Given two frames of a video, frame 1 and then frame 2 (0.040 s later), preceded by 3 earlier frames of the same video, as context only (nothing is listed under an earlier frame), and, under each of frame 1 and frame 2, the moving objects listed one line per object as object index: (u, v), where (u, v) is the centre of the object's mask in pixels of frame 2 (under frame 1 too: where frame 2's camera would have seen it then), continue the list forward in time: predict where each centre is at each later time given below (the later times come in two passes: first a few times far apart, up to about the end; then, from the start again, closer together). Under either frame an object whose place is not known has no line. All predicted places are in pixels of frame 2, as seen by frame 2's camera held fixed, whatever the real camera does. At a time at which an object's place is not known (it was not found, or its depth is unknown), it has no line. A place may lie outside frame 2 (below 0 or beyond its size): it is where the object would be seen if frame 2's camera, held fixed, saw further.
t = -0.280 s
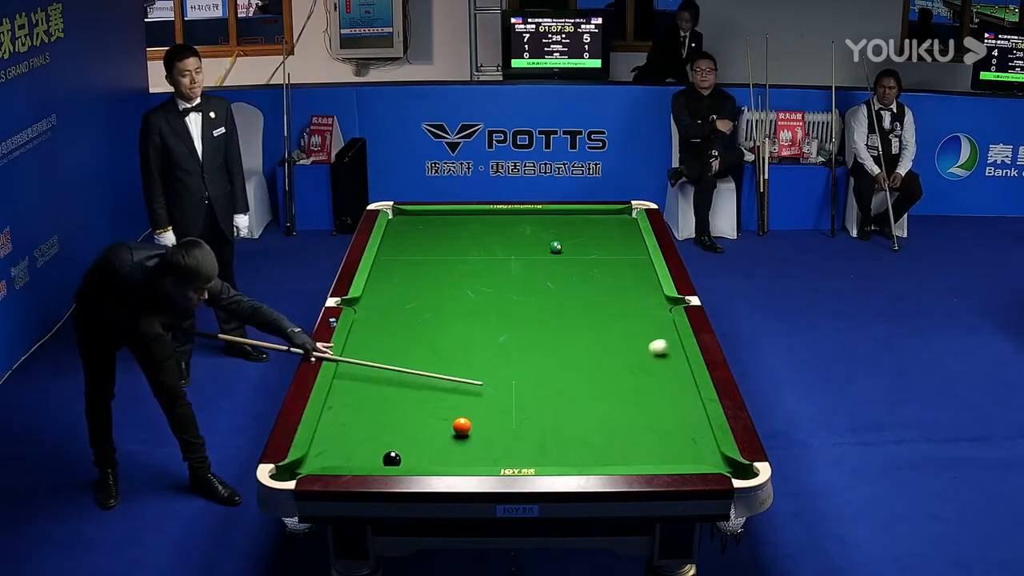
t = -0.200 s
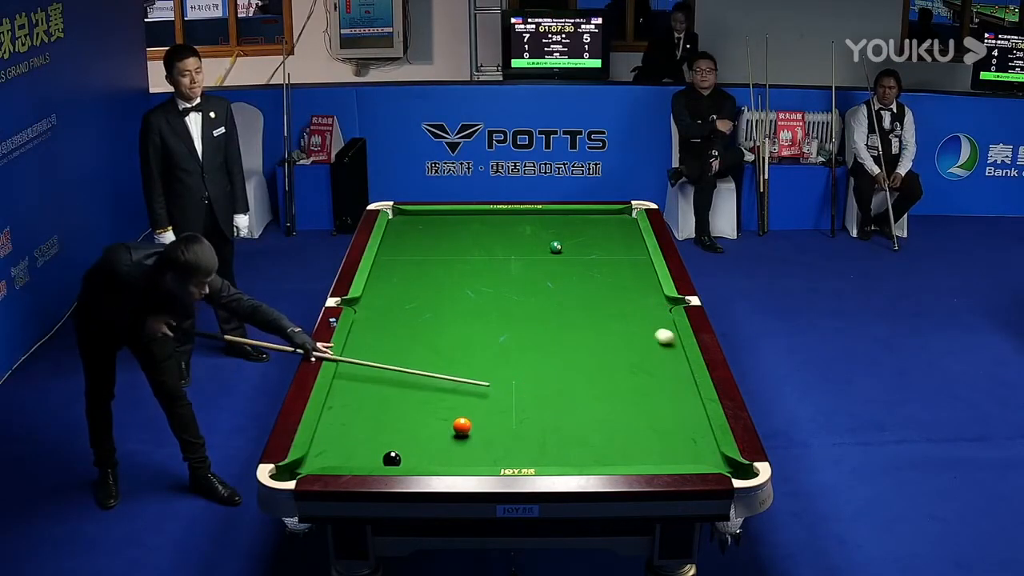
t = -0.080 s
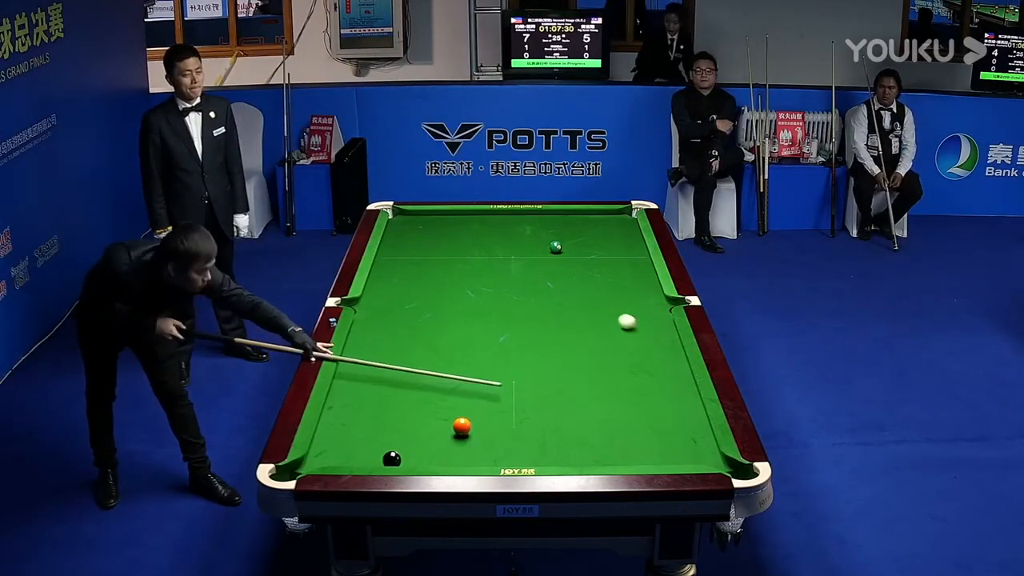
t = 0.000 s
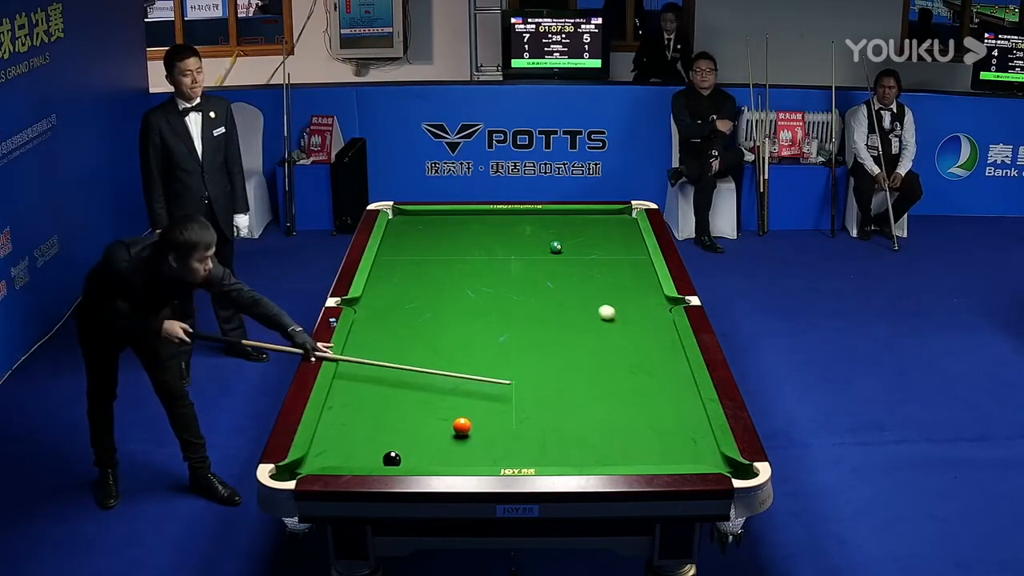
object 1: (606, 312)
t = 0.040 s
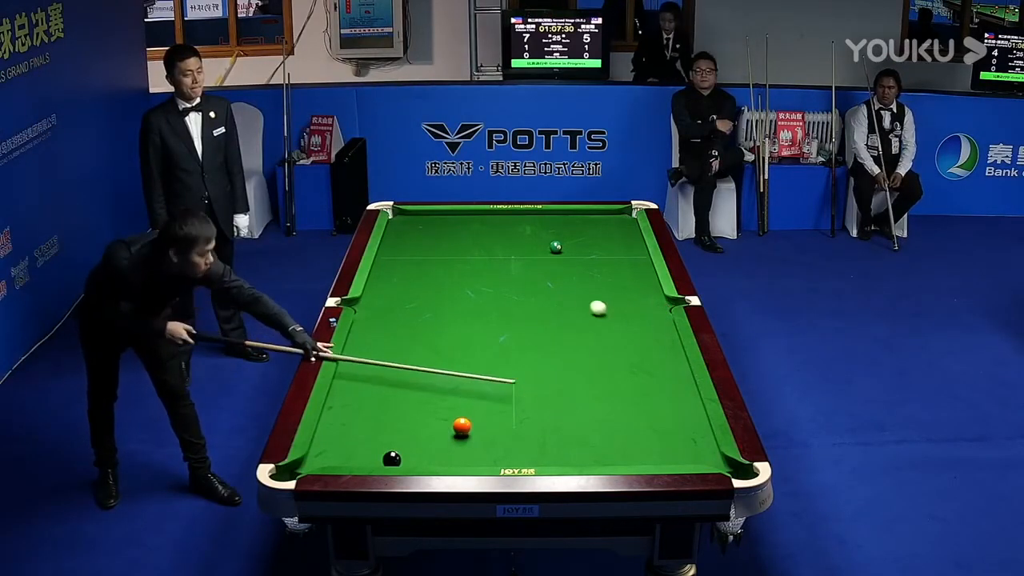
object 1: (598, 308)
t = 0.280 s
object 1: (550, 283)
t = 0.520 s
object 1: (507, 261)
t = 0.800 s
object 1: (464, 239)
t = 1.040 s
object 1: (431, 222)
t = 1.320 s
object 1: (395, 219)
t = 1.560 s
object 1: (416, 229)
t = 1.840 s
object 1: (440, 240)
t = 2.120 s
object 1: (465, 252)
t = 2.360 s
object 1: (488, 263)
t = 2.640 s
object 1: (515, 276)
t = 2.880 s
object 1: (539, 287)
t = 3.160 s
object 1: (567, 300)
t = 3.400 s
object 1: (592, 312)
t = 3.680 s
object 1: (622, 325)
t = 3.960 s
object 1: (653, 340)
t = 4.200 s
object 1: (676, 351)
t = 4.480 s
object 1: (666, 362)
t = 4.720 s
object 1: (657, 371)
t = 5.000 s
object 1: (647, 382)
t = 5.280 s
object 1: (638, 392)
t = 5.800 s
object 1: (620, 409)
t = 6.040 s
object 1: (613, 417)
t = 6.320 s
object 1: (605, 425)
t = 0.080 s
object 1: (589, 304)
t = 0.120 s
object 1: (581, 299)
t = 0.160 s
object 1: (573, 295)
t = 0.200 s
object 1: (565, 291)
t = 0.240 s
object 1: (557, 287)
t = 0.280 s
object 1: (550, 283)
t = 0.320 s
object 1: (542, 279)
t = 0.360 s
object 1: (535, 276)
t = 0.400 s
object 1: (528, 272)
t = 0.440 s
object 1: (521, 268)
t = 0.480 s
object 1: (514, 265)
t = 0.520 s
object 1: (507, 261)
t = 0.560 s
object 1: (501, 258)
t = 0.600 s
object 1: (494, 255)
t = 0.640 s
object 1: (488, 251)
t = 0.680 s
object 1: (482, 248)
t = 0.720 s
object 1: (476, 245)
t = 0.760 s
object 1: (470, 242)
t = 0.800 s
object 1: (464, 239)
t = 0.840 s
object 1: (458, 236)
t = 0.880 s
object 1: (453, 233)
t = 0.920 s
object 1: (447, 230)
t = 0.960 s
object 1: (442, 227)
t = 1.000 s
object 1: (437, 224)
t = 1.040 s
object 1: (431, 222)
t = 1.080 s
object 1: (426, 219)
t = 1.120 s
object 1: (422, 217)
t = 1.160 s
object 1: (417, 214)
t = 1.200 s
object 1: (412, 213)
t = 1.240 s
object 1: (405, 215)
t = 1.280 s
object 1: (398, 217)
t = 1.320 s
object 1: (395, 219)
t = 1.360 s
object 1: (399, 220)
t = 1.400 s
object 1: (403, 222)
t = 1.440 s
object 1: (406, 224)
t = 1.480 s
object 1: (409, 225)
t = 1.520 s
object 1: (413, 227)
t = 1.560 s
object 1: (416, 229)
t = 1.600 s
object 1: (420, 230)
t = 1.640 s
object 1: (423, 232)
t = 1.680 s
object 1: (426, 233)
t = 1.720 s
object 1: (430, 235)
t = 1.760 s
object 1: (433, 237)
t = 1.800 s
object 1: (437, 238)
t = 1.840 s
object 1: (440, 240)
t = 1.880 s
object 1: (444, 242)
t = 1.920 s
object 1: (447, 243)
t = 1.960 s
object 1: (451, 245)
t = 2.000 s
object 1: (455, 247)
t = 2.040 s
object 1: (458, 249)
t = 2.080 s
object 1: (462, 250)
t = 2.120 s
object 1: (465, 252)
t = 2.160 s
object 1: (469, 254)
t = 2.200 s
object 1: (473, 256)
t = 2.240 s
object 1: (476, 257)
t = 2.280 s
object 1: (480, 259)
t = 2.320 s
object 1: (484, 261)
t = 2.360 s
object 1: (488, 263)
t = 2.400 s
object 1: (492, 265)
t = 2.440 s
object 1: (495, 266)
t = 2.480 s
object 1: (499, 268)
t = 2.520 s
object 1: (503, 270)
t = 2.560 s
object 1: (507, 272)
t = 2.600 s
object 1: (511, 274)
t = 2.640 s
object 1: (515, 276)
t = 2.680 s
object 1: (519, 277)
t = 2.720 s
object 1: (522, 279)
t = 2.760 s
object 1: (526, 281)
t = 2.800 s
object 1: (530, 283)
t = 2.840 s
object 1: (534, 285)
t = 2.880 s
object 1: (539, 287)
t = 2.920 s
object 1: (543, 289)
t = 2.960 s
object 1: (547, 290)
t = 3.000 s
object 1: (551, 292)
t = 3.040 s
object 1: (555, 294)
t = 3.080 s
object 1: (559, 296)
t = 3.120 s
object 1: (563, 298)
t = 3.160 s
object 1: (567, 300)
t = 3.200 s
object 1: (571, 302)
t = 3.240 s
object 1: (575, 304)
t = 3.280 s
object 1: (579, 306)
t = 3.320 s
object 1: (584, 308)
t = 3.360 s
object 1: (588, 310)
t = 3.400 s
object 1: (592, 312)
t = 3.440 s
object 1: (597, 314)
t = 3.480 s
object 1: (601, 316)
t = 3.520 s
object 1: (605, 318)
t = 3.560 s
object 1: (609, 320)
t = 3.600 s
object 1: (614, 321)
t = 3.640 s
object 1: (618, 324)
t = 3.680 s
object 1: (622, 325)
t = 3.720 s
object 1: (626, 328)
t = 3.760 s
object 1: (631, 329)
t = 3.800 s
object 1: (635, 332)
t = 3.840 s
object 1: (640, 334)
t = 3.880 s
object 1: (644, 336)
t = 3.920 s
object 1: (648, 338)
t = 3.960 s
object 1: (653, 340)
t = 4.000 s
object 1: (657, 342)
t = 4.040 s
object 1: (661, 343)
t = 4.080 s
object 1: (666, 346)
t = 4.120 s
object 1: (670, 348)
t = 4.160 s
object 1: (675, 350)
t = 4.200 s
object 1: (676, 351)
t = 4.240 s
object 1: (674, 353)
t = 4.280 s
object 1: (673, 355)
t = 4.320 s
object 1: (671, 356)
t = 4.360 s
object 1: (670, 358)
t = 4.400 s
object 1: (669, 359)
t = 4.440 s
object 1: (667, 361)
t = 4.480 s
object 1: (666, 362)
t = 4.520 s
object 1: (664, 364)
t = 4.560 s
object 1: (663, 365)
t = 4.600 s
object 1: (661, 367)
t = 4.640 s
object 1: (660, 369)
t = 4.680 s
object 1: (659, 370)
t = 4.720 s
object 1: (657, 371)
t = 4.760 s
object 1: (656, 373)
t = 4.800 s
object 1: (654, 375)
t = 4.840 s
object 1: (653, 376)
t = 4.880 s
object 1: (652, 378)
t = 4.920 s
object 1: (650, 379)
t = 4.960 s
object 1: (649, 381)
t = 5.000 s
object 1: (647, 382)
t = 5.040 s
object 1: (646, 384)
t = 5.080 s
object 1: (645, 385)
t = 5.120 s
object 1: (643, 387)
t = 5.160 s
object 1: (642, 388)
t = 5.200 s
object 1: (641, 389)
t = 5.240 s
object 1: (639, 391)
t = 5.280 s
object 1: (638, 392)
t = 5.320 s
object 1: (636, 394)
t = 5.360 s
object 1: (639, 390)
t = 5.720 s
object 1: (616, 405)
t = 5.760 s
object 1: (620, 407)
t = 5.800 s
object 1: (620, 409)
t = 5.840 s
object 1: (619, 411)
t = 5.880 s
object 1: (618, 412)
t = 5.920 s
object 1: (617, 413)
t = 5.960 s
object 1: (616, 414)
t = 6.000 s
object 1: (614, 416)
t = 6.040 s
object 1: (613, 417)
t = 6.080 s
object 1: (612, 418)
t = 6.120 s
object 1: (611, 419)
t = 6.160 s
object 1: (610, 420)
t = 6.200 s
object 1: (608, 421)
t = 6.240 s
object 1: (607, 423)
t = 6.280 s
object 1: (606, 424)
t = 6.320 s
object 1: (605, 425)
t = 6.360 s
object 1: (604, 426)
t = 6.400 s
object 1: (603, 427)
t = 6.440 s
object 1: (602, 428)
